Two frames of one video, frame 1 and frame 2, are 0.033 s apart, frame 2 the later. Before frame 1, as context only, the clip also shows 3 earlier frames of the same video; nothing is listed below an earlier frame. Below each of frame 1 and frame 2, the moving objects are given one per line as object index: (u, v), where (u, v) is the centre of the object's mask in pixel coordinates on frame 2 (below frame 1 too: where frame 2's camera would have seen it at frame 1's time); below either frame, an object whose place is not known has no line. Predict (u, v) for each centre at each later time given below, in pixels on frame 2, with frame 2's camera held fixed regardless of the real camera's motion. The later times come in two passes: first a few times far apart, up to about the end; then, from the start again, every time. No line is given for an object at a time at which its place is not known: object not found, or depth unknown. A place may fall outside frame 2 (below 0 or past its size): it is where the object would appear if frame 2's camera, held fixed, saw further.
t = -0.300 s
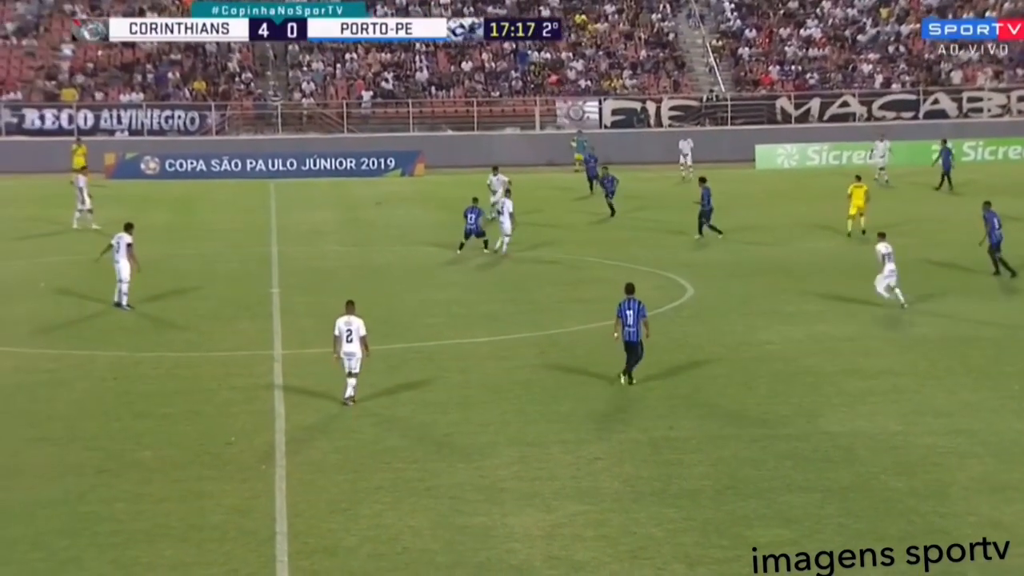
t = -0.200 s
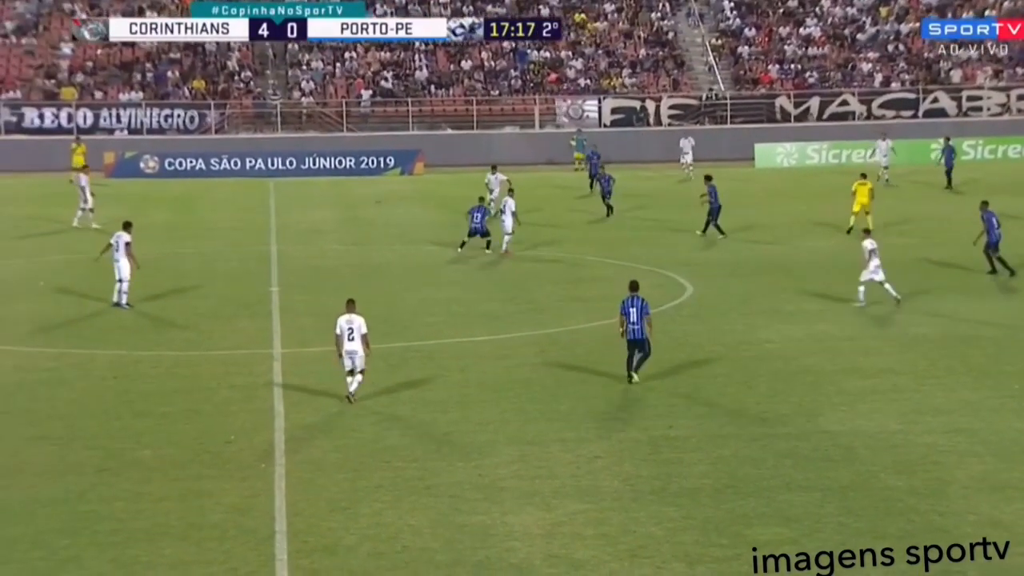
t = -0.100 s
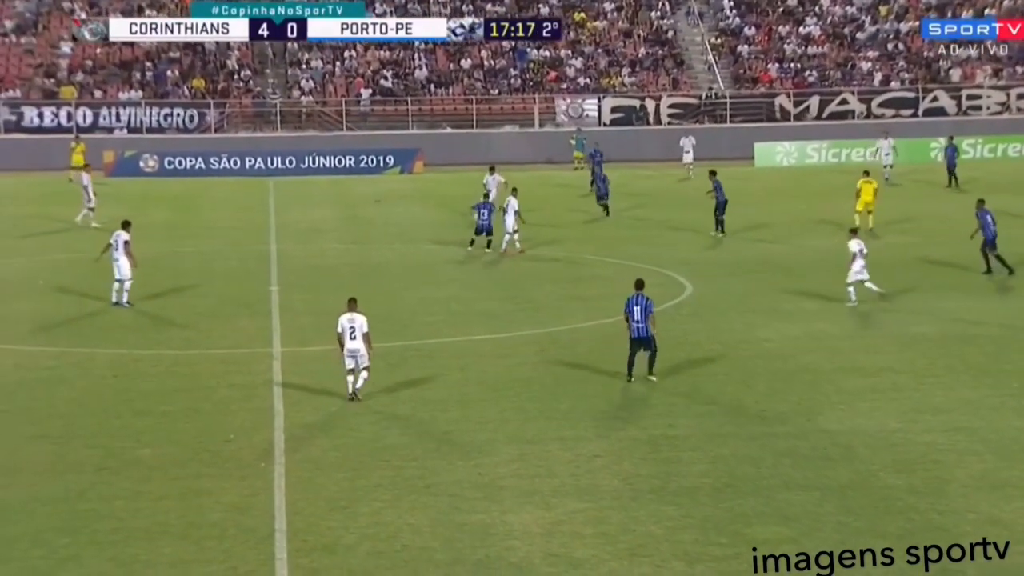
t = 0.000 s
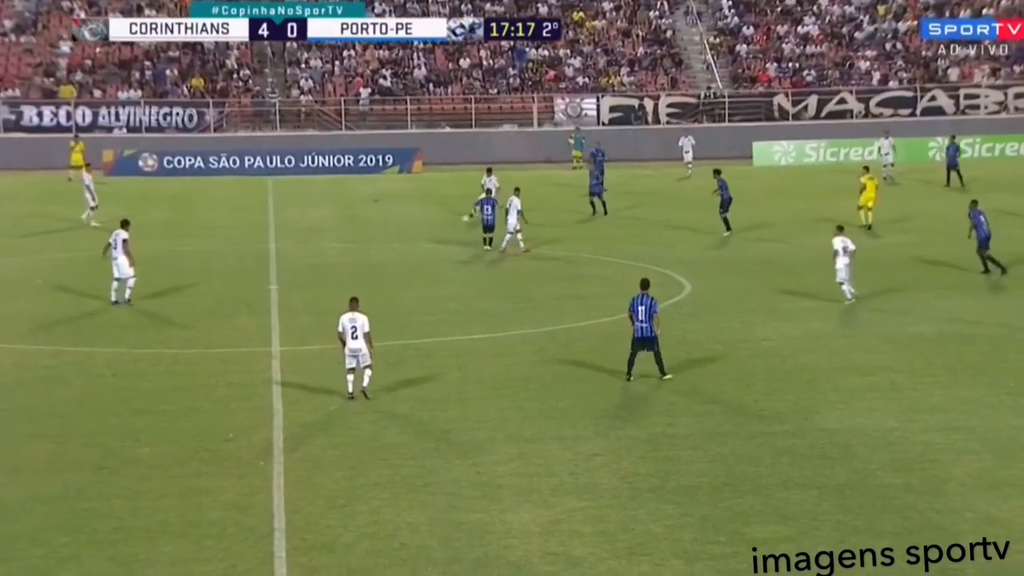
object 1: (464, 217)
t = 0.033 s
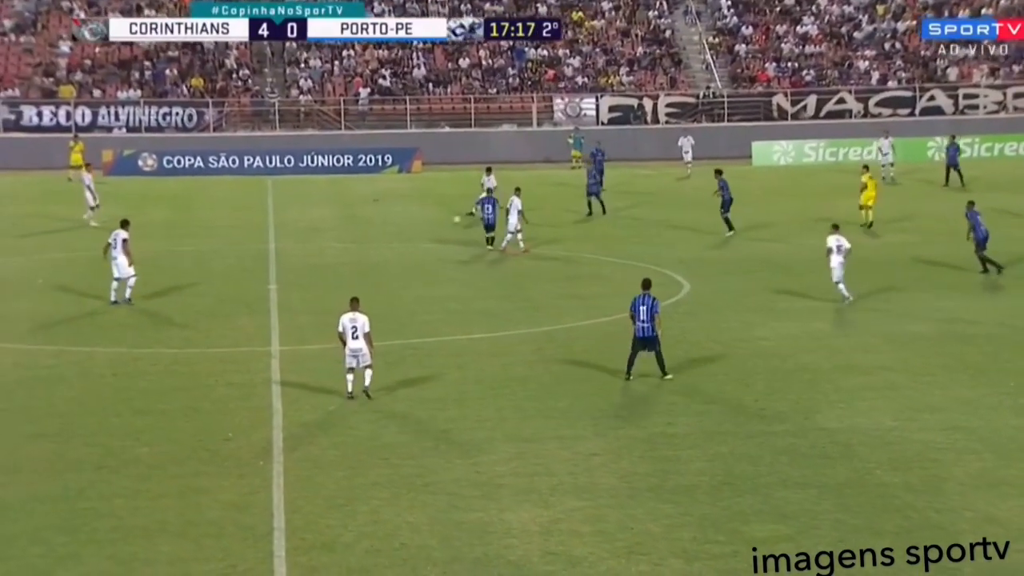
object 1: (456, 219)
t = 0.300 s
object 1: (391, 234)
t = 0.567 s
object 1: (327, 248)
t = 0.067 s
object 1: (448, 220)
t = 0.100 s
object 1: (441, 222)
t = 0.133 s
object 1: (432, 224)
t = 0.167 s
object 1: (424, 226)
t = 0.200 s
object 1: (416, 229)
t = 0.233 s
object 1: (407, 231)
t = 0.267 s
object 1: (399, 233)
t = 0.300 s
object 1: (391, 234)
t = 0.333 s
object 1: (383, 237)
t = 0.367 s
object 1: (374, 239)
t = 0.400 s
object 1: (367, 241)
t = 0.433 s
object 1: (359, 242)
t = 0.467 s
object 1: (351, 242)
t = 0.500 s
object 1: (343, 244)
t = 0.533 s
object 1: (334, 245)
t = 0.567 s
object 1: (327, 248)
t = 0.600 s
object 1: (318, 251)
